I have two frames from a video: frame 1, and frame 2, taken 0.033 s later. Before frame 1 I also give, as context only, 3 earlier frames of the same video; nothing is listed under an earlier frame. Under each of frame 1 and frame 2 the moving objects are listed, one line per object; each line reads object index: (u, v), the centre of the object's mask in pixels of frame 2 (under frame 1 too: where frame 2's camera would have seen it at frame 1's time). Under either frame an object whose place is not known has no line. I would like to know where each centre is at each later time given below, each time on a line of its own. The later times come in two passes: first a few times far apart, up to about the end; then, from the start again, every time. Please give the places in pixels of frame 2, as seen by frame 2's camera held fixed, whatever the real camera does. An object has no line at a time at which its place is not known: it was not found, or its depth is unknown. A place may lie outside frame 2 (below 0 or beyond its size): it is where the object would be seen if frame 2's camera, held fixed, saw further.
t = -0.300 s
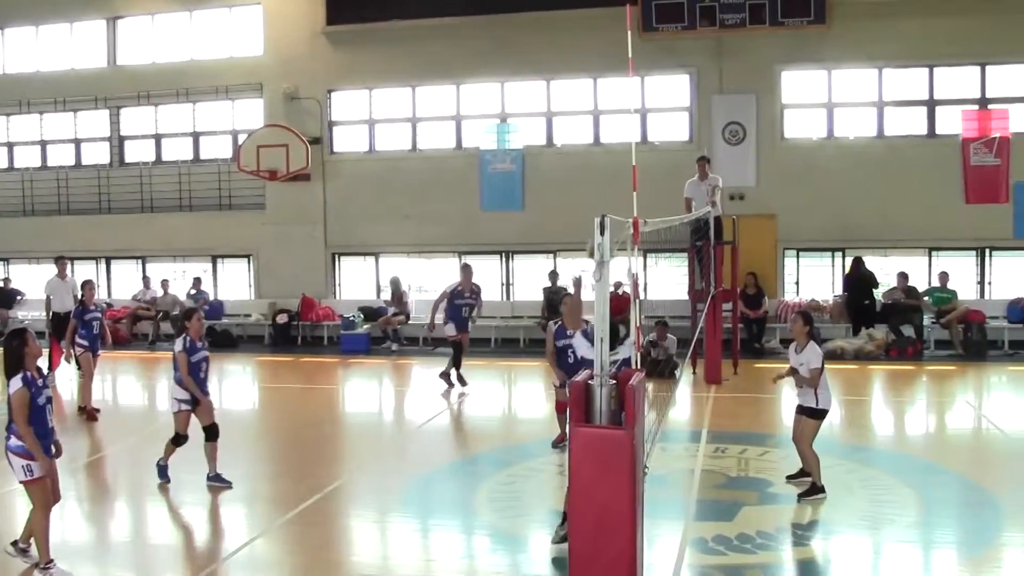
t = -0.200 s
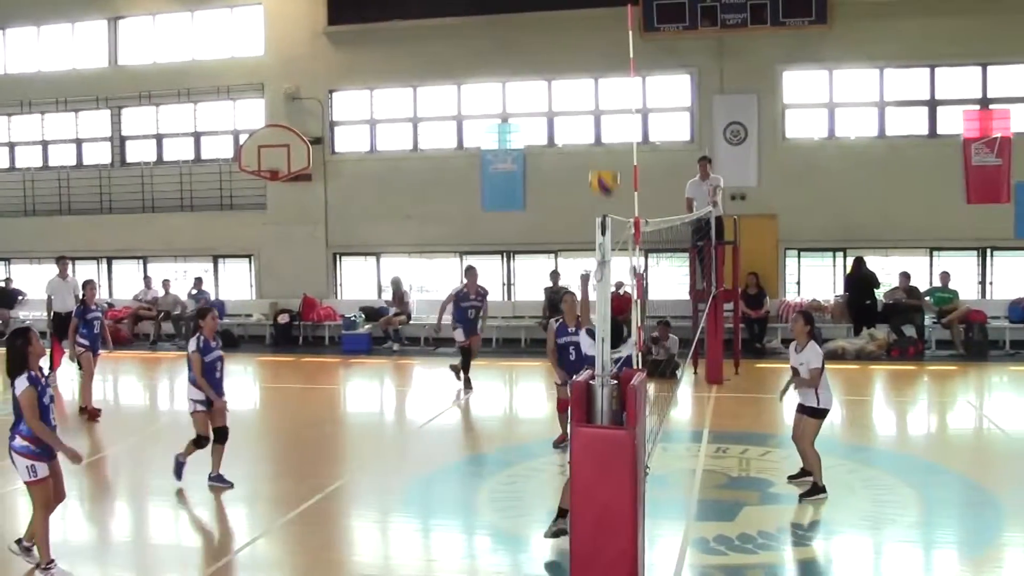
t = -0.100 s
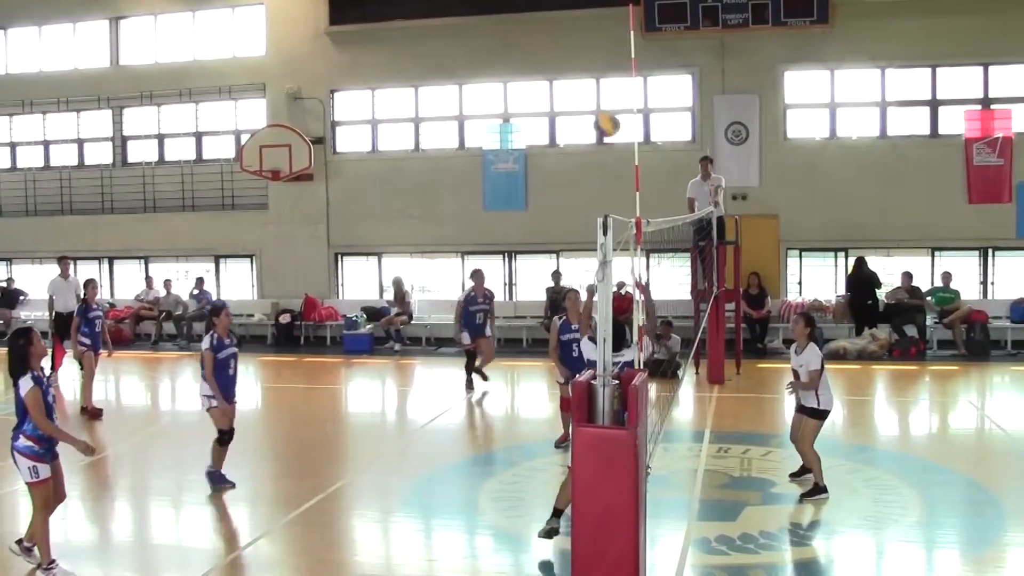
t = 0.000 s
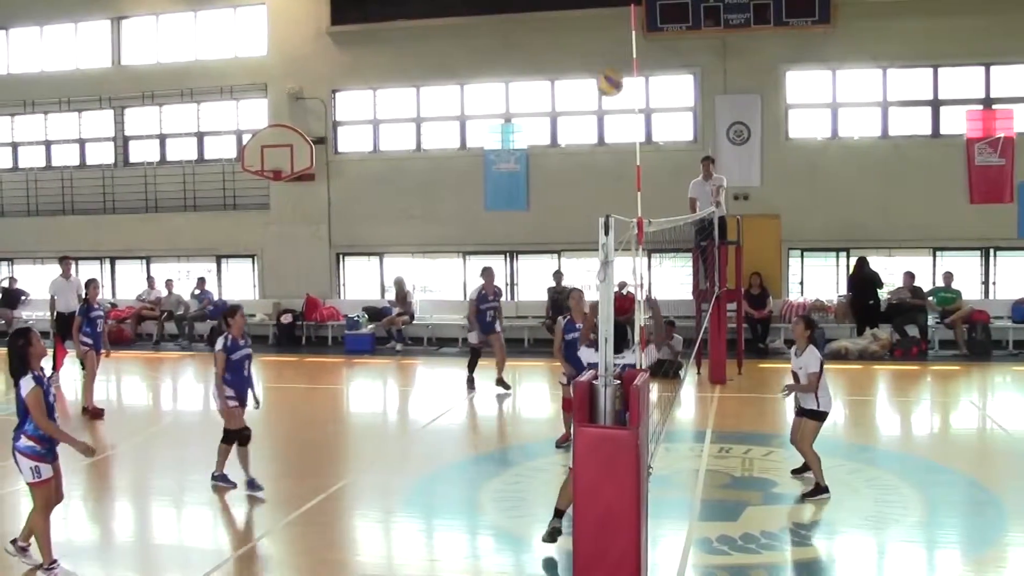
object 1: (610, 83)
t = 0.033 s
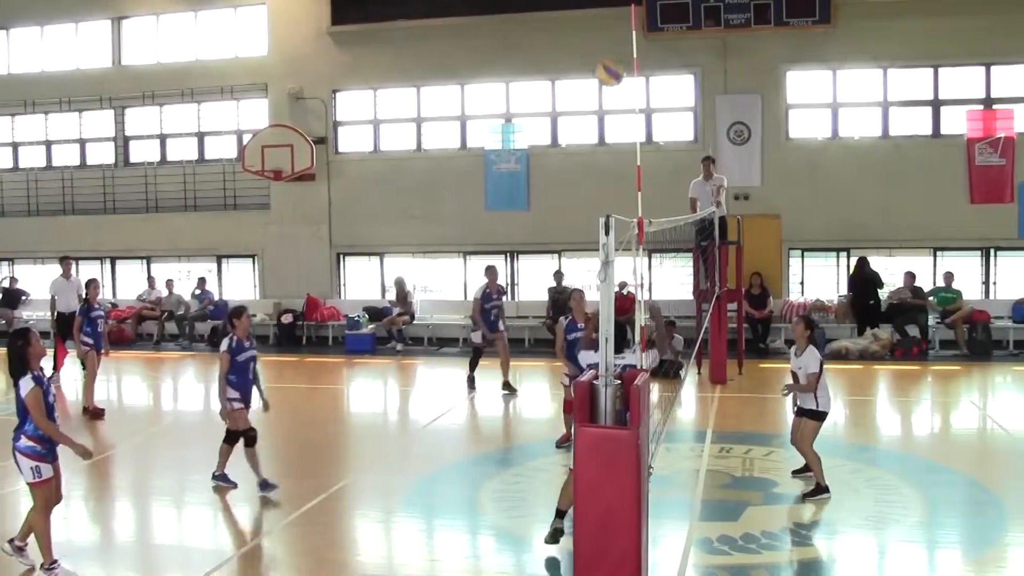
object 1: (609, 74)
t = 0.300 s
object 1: (612, 49)
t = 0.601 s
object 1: (622, 130)
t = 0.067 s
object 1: (610, 65)
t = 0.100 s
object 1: (611, 58)
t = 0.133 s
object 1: (611, 53)
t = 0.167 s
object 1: (611, 49)
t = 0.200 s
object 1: (612, 47)
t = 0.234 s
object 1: (612, 46)
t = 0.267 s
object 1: (612, 47)
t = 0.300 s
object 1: (612, 49)
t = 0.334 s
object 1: (614, 52)
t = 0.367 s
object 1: (614, 56)
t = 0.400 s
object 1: (613, 60)
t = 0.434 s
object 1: (615, 69)
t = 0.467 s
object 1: (615, 78)
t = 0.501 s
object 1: (616, 89)
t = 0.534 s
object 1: (617, 102)
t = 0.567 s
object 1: (621, 115)
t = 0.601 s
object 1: (622, 130)
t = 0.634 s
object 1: (624, 147)
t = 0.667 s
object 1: (620, 162)
